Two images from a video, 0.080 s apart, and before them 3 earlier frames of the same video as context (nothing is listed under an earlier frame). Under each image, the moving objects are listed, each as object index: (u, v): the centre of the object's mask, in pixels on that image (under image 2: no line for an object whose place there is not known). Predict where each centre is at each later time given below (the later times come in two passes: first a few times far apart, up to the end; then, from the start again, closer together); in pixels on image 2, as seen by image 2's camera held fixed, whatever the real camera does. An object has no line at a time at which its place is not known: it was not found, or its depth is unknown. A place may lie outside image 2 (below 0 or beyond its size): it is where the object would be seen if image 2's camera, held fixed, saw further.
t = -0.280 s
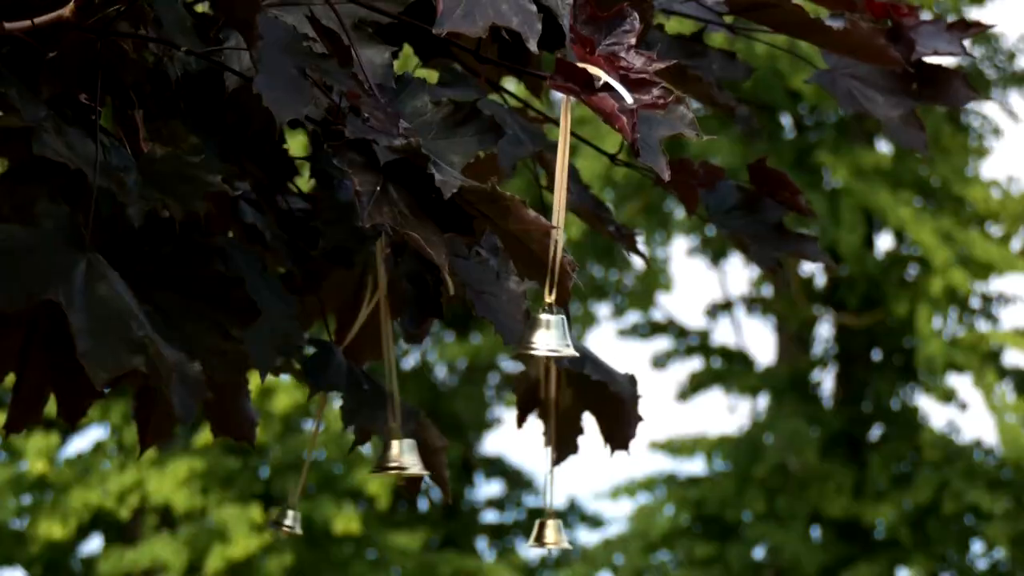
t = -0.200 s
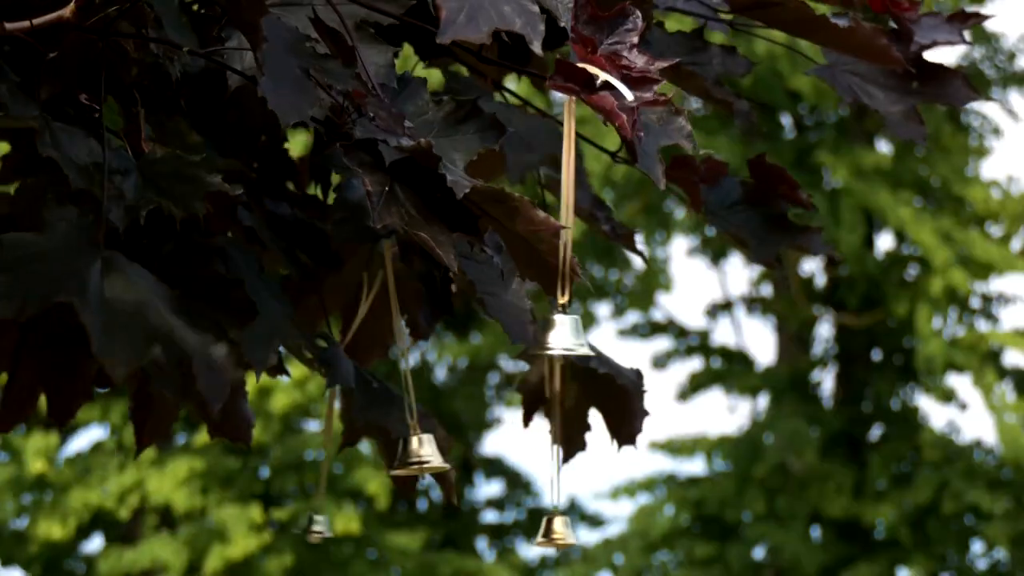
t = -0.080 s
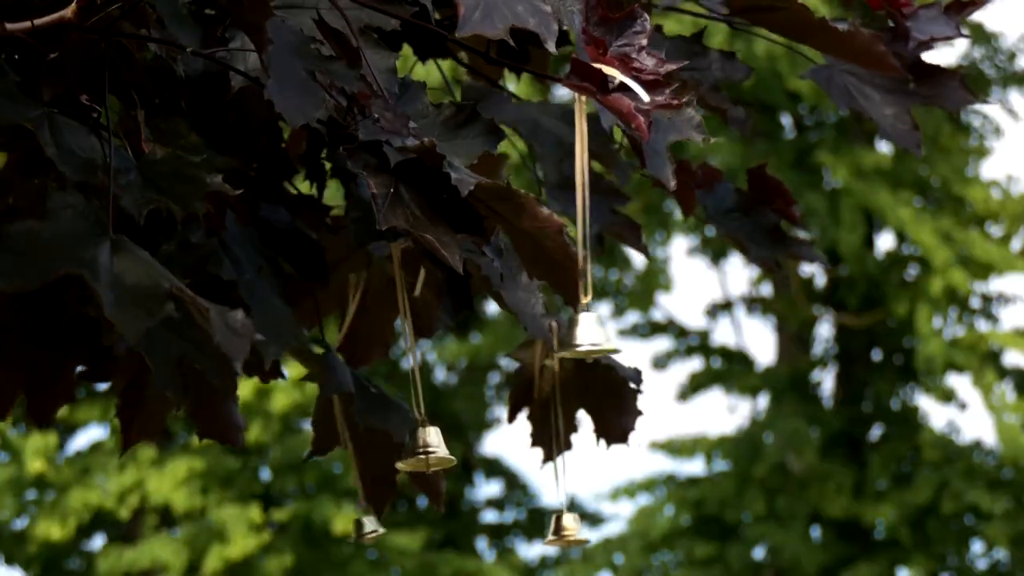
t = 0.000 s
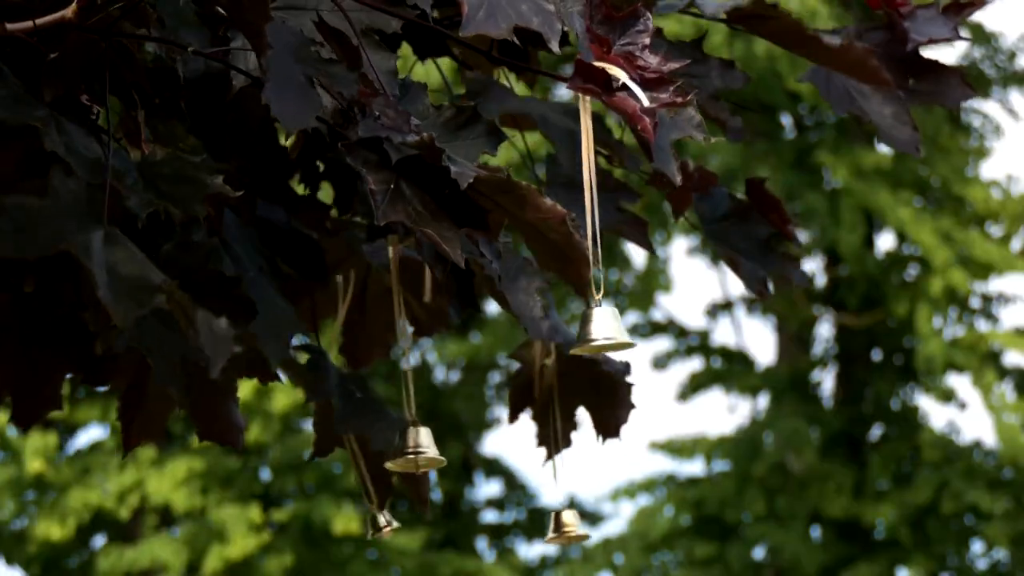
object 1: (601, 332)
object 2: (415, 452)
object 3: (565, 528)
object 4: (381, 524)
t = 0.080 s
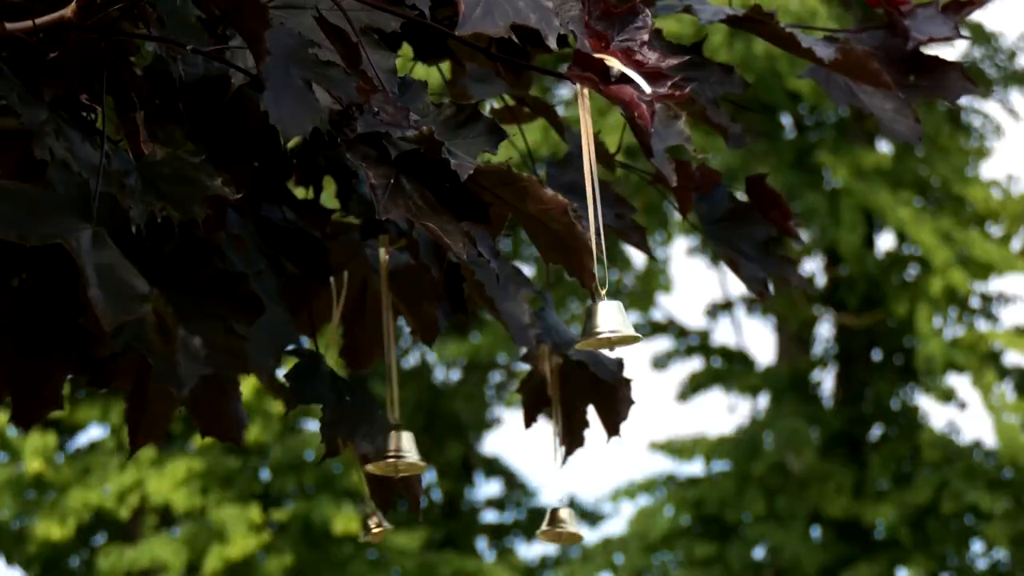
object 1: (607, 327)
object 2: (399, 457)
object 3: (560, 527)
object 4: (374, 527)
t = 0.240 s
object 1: (589, 329)
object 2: (348, 465)
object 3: (542, 533)
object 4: (305, 533)
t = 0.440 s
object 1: (539, 350)
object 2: (320, 466)
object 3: (516, 541)
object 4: (263, 539)
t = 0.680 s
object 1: (533, 358)
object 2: (359, 480)
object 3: (513, 546)
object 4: (259, 546)
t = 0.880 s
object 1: (555, 361)
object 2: (347, 484)
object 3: (543, 536)
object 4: (289, 538)
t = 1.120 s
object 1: (511, 369)
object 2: (265, 477)
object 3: (572, 515)
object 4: (342, 528)
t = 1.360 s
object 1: (466, 292)
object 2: (291, 461)
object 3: (567, 524)
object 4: (316, 532)
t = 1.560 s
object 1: (511, 219)
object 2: (365, 408)
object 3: (534, 544)
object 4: (280, 539)
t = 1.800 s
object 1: (626, 227)
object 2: (478, 390)
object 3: (501, 557)
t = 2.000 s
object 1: (613, 308)
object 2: (453, 427)
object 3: (539, 555)
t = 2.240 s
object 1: (501, 370)
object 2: (299, 475)
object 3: (544, 518)
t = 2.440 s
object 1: (541, 344)
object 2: (272, 456)
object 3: (526, 494)
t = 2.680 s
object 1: (550, 273)
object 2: (404, 426)
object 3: (514, 498)
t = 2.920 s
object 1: (513, 285)
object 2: (454, 393)
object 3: (525, 529)
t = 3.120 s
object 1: (525, 321)
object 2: (371, 435)
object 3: (539, 536)
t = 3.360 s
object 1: (511, 336)
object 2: (278, 446)
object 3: (550, 545)
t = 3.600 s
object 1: (501, 321)
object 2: (338, 456)
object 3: (513, 565)
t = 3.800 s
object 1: (499, 332)
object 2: (399, 444)
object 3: (487, 567)
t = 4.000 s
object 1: (490, 356)
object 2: (356, 472)
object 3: (493, 543)
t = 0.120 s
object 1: (606, 326)
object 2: (388, 459)
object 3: (556, 527)
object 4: (362, 531)
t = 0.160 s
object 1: (604, 325)
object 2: (376, 462)
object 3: (551, 529)
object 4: (341, 532)
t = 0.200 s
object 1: (598, 326)
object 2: (363, 464)
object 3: (547, 531)
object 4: (321, 533)
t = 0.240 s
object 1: (589, 329)
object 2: (348, 465)
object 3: (542, 533)
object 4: (305, 533)
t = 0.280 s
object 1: (579, 333)
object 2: (337, 465)
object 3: (537, 535)
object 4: (289, 531)
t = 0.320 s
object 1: (570, 337)
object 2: (330, 466)
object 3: (531, 535)
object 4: (278, 528)
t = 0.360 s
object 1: (558, 341)
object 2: (324, 465)
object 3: (524, 537)
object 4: (268, 531)
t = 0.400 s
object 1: (548, 346)
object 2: (320, 465)
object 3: (519, 539)
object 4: (263, 535)
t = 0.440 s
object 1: (539, 350)
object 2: (320, 466)
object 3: (516, 541)
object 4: (263, 539)
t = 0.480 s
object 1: (531, 353)
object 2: (323, 468)
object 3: (513, 543)
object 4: (265, 544)
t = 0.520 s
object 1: (526, 357)
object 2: (328, 469)
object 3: (511, 544)
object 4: (265, 549)
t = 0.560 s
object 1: (524, 359)
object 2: (335, 472)
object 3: (509, 544)
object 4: (263, 550)
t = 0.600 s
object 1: (524, 359)
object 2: (344, 475)
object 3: (509, 544)
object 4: (261, 549)
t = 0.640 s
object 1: (527, 358)
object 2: (352, 477)
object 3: (511, 546)
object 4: (260, 547)
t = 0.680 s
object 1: (533, 358)
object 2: (359, 480)
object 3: (513, 546)
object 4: (259, 546)
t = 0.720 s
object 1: (538, 359)
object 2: (364, 482)
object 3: (517, 546)
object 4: (260, 544)
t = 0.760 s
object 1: (543, 359)
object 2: (367, 483)
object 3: (522, 547)
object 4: (263, 543)
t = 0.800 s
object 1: (548, 358)
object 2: (364, 483)
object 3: (528, 543)
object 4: (271, 541)
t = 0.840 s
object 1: (553, 360)
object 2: (357, 483)
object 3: (535, 540)
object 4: (279, 539)
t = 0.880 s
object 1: (555, 361)
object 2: (347, 484)
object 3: (543, 536)
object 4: (289, 538)
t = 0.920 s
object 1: (555, 362)
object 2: (335, 487)
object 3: (550, 532)
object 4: (300, 538)
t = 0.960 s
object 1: (554, 364)
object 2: (319, 487)
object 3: (557, 528)
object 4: (311, 539)
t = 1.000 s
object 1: (546, 366)
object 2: (303, 487)
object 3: (561, 524)
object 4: (322, 537)
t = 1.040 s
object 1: (538, 370)
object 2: (287, 483)
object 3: (566, 519)
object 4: (332, 535)
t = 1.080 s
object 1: (524, 373)
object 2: (274, 480)
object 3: (570, 517)
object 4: (339, 531)
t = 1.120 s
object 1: (511, 369)
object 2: (265, 477)
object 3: (572, 515)
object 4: (342, 528)
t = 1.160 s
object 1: (500, 362)
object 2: (260, 476)
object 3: (573, 513)
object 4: (343, 526)
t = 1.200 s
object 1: (489, 349)
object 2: (260, 475)
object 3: (573, 512)
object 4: (342, 526)
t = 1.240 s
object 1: (479, 336)
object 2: (264, 474)
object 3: (573, 514)
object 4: (338, 527)
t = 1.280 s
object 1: (474, 319)
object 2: (272, 473)
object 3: (571, 516)
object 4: (331, 529)
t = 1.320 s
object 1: (471, 306)
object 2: (279, 467)
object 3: (570, 521)
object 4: (324, 532)
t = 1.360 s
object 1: (466, 292)
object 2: (291, 461)
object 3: (567, 524)
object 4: (316, 532)
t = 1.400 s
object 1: (467, 273)
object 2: (303, 455)
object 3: (563, 529)
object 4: (309, 532)
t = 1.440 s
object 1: (473, 258)
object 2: (319, 446)
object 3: (557, 531)
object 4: (301, 532)
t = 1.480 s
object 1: (483, 243)
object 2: (330, 433)
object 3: (551, 535)
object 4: (293, 535)
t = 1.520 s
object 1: (495, 229)
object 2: (347, 422)
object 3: (543, 538)
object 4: (286, 538)
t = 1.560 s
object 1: (511, 219)
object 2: (365, 408)
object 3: (534, 544)
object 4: (280, 539)
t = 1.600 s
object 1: (529, 211)
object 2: (384, 398)
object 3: (523, 548)
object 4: (275, 542)
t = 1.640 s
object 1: (549, 207)
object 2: (403, 388)
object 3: (514, 552)
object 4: (273, 544)
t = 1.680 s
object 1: (571, 208)
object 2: (423, 384)
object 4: (271, 548)
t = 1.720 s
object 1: (595, 213)
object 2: (439, 382)
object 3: (502, 555)
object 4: (271, 550)
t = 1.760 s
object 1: (616, 220)
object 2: (459, 384)
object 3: (500, 555)
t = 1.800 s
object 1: (626, 227)
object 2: (478, 390)
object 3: (501, 557)
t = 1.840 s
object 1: (643, 236)
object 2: (484, 394)
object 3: (507, 560)
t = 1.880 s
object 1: (644, 251)
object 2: (486, 398)
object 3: (513, 562)
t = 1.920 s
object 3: (524, 562)
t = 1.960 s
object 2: (471, 414)
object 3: (533, 561)
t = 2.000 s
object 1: (613, 308)
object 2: (453, 427)
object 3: (539, 555)
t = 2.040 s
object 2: (429, 439)
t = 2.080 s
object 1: (566, 351)
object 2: (401, 450)
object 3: (547, 541)
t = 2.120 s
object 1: (545, 362)
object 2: (373, 458)
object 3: (549, 537)
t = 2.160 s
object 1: (522, 369)
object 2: (344, 464)
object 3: (551, 530)
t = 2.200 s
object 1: (510, 370)
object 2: (319, 471)
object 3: (549, 524)
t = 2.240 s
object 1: (501, 370)
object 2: (299, 475)
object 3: (544, 518)
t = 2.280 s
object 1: (501, 370)
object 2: (281, 475)
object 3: (541, 512)
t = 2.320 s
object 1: (507, 368)
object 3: (535, 506)
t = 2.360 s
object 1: (513, 364)
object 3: (530, 500)
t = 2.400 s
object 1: (528, 358)
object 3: (527, 497)
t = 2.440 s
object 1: (541, 344)
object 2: (272, 456)
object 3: (526, 494)
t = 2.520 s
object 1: (556, 317)
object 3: (526, 492)
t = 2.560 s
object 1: (557, 302)
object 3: (523, 491)
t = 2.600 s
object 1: (558, 289)
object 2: (356, 435)
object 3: (519, 491)
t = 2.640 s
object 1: (555, 280)
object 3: (516, 494)
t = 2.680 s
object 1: (550, 273)
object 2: (404, 426)
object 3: (514, 498)
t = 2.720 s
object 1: (543, 267)
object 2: (427, 420)
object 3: (514, 501)
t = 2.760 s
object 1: (536, 265)
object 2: (444, 412)
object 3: (516, 508)
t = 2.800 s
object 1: (529, 266)
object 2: (455, 402)
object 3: (518, 516)
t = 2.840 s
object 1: (520, 270)
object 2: (458, 394)
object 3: (522, 522)
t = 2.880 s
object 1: (514, 276)
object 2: (458, 391)
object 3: (524, 525)
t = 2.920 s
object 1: (513, 285)
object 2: (454, 393)
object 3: (525, 529)
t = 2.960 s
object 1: (514, 296)
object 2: (445, 400)
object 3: (527, 533)
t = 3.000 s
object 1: (517, 306)
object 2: (432, 407)
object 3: (531, 535)
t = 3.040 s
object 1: (520, 313)
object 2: (414, 416)
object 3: (535, 536)
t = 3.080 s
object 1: (523, 318)
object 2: (392, 425)
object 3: (537, 536)
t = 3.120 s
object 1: (525, 321)
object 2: (371, 435)
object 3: (539, 536)
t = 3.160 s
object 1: (526, 323)
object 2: (349, 443)
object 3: (542, 534)
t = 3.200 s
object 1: (529, 325)
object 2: (329, 449)
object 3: (544, 532)
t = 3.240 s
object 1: (523, 328)
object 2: (310, 450)
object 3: (547, 533)
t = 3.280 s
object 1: (519, 332)
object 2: (295, 450)
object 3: (549, 537)
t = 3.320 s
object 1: (515, 335)
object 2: (284, 446)
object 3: (551, 541)
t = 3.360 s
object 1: (511, 336)
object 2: (278, 446)
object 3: (550, 545)
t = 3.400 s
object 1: (507, 337)
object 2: (277, 447)
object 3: (547, 549)
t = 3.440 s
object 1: (504, 336)
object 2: (281, 449)
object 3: (543, 556)
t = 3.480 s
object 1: (502, 333)
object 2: (293, 452)
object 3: (538, 560)
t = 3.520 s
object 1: (500, 329)
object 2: (306, 454)
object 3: (529, 561)
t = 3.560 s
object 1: (500, 325)
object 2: (324, 456)
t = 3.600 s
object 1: (501, 321)
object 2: (338, 456)
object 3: (513, 565)
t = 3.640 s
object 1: (502, 319)
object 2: (359, 455)
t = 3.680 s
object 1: (501, 318)
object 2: (374, 453)
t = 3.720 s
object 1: (500, 320)
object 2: (387, 452)
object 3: (495, 569)
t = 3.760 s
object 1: (500, 325)
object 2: (395, 448)
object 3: (491, 567)
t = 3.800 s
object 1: (499, 332)
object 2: (399, 444)
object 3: (487, 567)
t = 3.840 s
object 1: (496, 338)
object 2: (398, 440)
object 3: (485, 564)
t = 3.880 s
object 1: (495, 346)
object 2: (394, 440)
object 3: (483, 561)
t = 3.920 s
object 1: (494, 352)
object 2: (385, 447)
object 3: (484, 554)
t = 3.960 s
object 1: (492, 354)
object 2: (373, 458)
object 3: (486, 547)
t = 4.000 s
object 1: (490, 356)
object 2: (356, 472)
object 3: (493, 543)
